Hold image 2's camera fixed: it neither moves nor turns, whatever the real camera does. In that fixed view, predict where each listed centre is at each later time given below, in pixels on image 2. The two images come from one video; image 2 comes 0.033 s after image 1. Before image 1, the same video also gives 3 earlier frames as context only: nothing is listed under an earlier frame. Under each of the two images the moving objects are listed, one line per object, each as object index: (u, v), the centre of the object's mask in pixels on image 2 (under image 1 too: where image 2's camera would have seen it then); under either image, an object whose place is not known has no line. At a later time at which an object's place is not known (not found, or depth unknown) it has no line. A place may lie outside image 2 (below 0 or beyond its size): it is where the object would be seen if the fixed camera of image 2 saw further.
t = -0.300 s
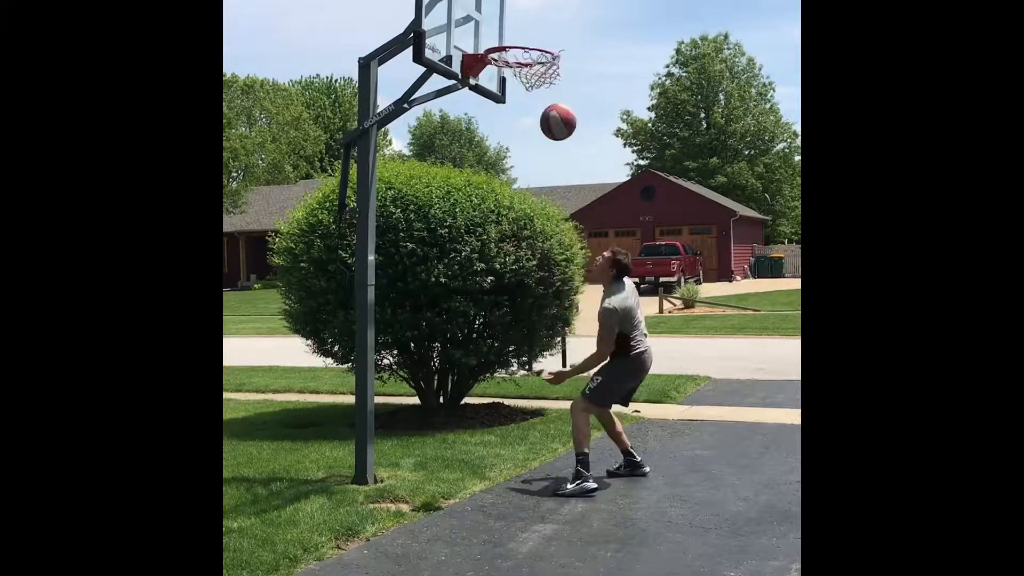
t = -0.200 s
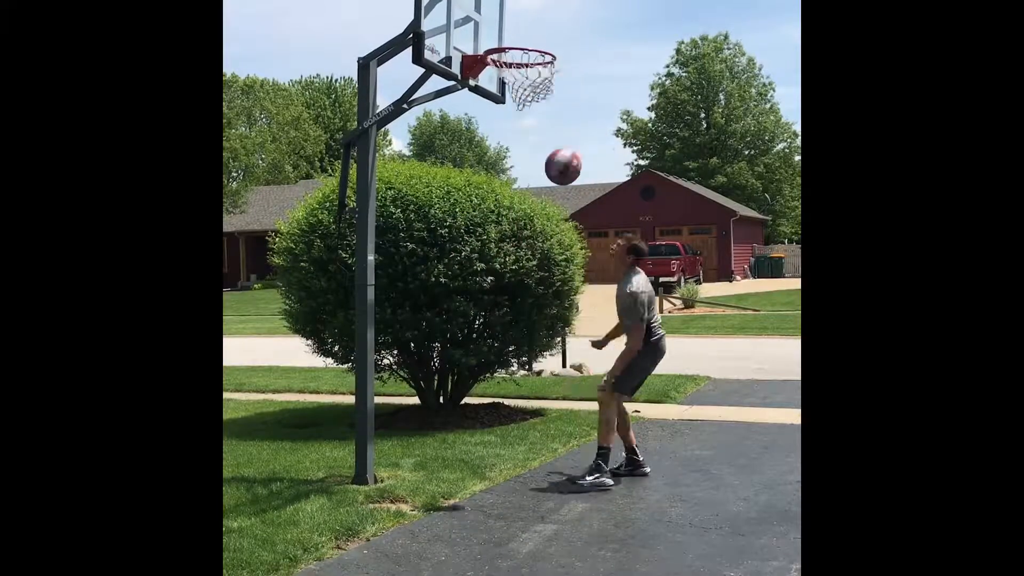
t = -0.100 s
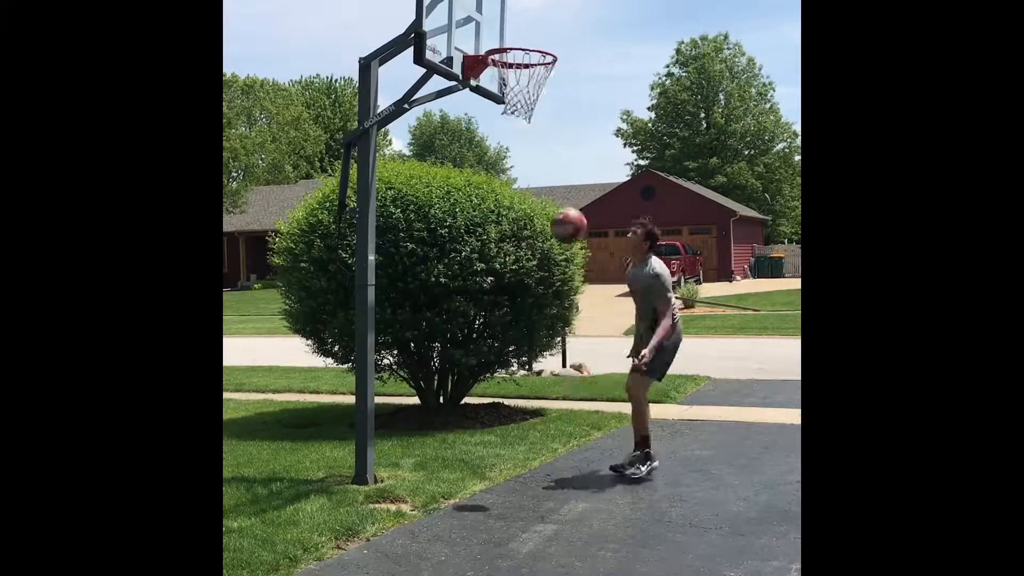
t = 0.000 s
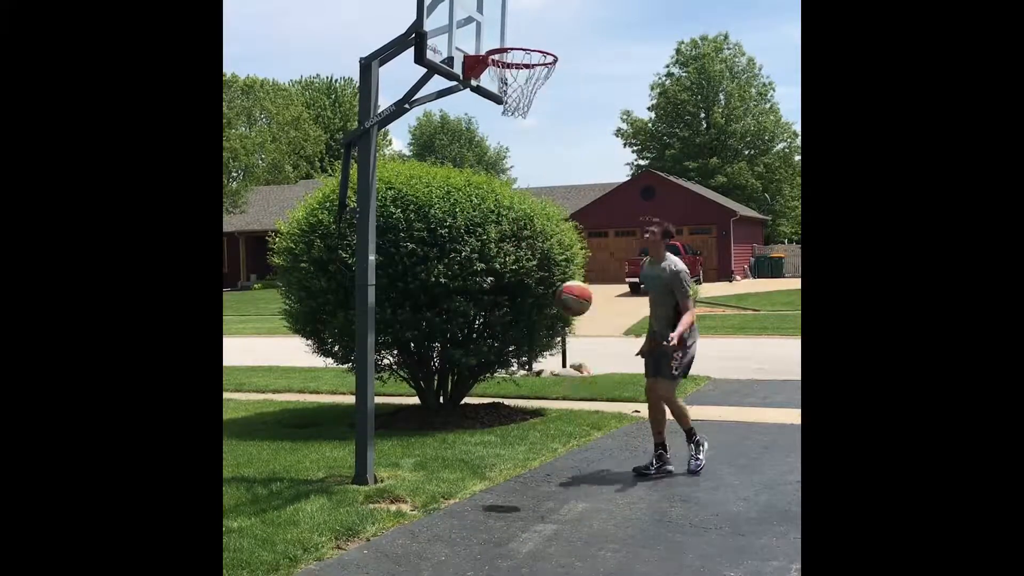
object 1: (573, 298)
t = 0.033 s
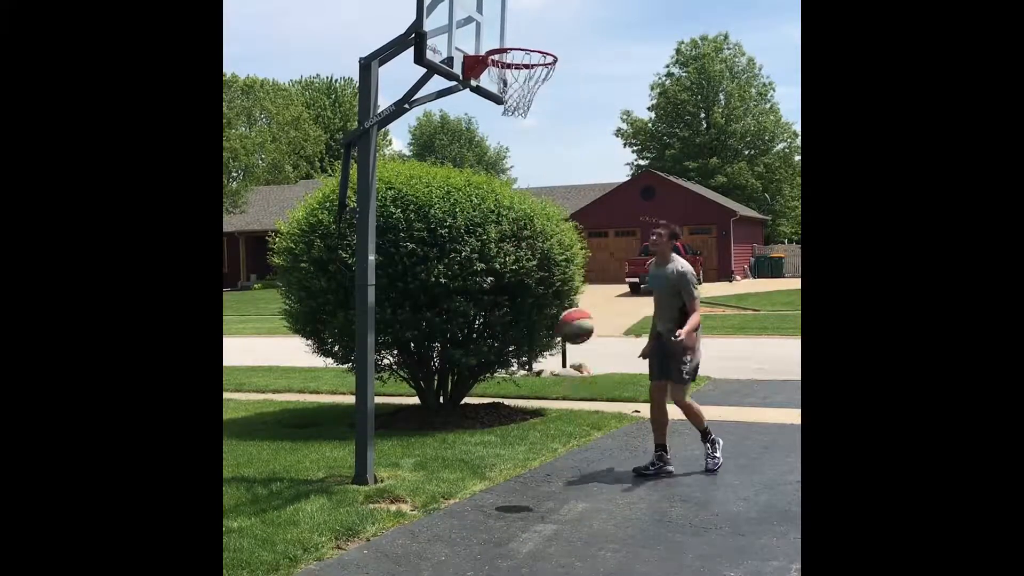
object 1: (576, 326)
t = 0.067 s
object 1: (578, 355)
